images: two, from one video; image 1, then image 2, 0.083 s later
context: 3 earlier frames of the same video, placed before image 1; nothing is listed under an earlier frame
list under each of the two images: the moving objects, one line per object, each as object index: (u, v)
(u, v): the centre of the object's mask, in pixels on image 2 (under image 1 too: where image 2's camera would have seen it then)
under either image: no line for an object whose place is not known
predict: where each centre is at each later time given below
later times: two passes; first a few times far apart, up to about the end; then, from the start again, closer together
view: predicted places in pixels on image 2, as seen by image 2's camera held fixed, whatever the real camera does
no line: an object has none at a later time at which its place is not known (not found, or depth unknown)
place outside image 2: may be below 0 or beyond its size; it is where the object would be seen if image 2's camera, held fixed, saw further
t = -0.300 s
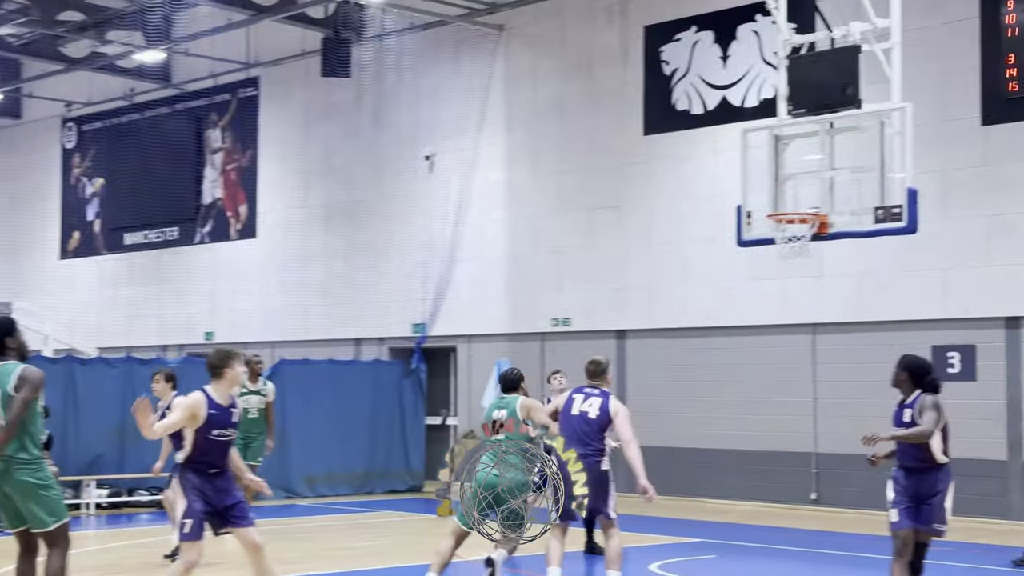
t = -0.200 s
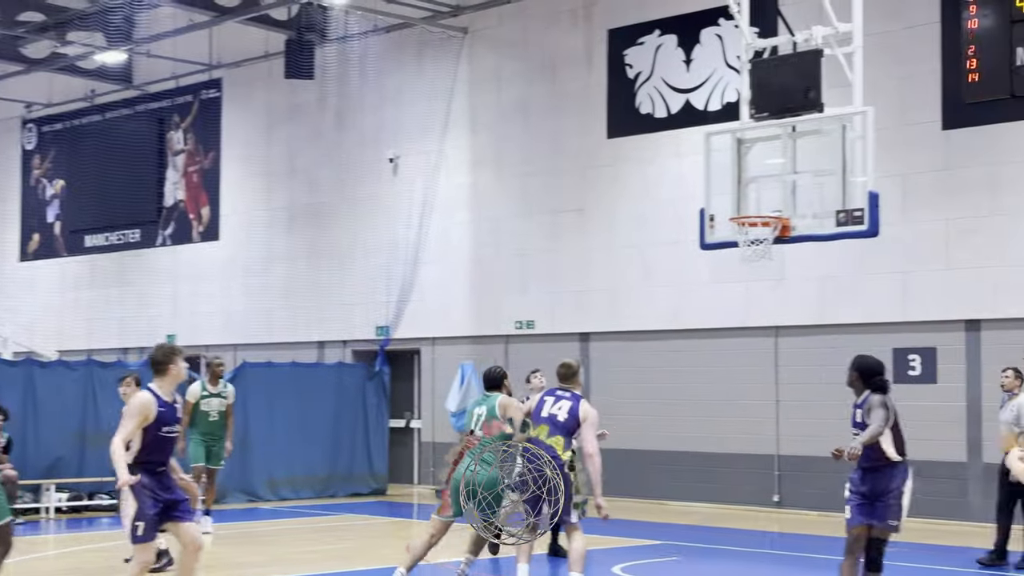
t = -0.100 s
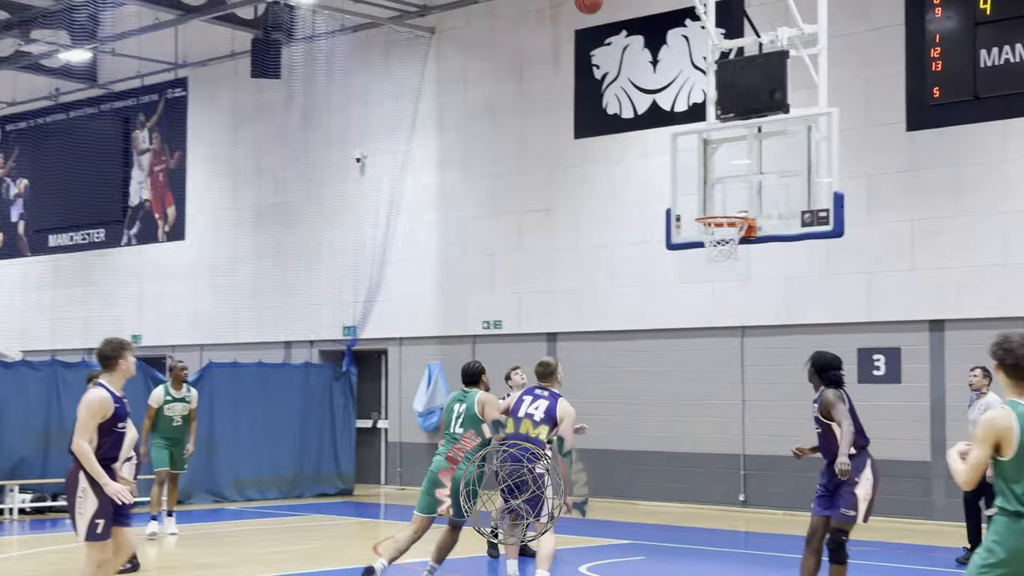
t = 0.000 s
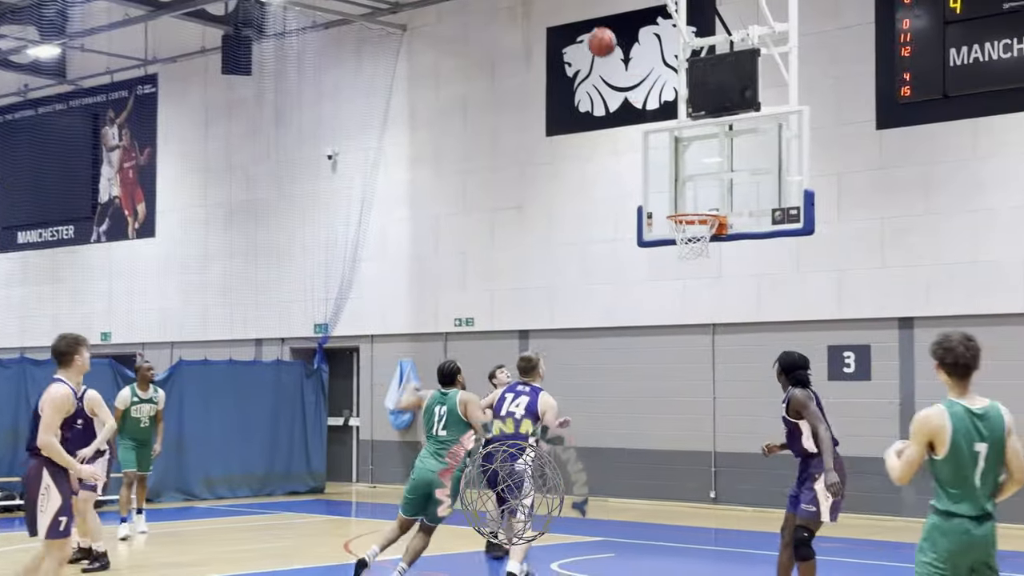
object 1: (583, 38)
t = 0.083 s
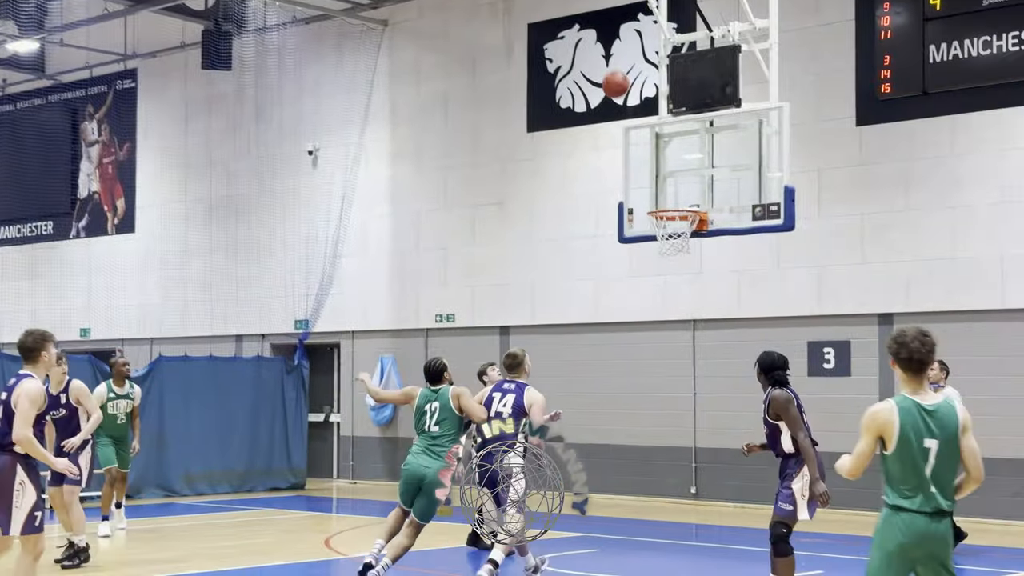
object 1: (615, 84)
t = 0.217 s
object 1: (664, 169)
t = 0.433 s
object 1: (660, 236)
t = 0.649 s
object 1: (650, 236)
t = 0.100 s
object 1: (621, 94)
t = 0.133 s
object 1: (634, 114)
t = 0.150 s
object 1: (640, 124)
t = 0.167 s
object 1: (646, 135)
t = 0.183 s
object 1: (652, 147)
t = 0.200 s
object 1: (658, 157)
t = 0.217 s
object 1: (664, 169)
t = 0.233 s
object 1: (670, 180)
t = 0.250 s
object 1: (676, 192)
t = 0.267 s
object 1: (681, 202)
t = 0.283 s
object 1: (685, 211)
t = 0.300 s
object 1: (684, 220)
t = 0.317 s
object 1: (687, 223)
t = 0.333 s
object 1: (683, 226)
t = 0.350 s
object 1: (682, 233)
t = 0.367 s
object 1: (680, 236)
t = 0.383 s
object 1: (676, 237)
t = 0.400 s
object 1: (673, 238)
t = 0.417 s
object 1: (666, 242)
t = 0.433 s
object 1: (660, 236)
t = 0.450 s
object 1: (657, 236)
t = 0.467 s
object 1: (656, 239)
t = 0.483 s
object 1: (656, 243)
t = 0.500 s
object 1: (651, 234)
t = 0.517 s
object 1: (651, 234)
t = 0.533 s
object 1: (650, 229)
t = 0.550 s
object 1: (653, 227)
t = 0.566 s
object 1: (657, 229)
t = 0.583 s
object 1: (653, 236)
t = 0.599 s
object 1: (646, 237)
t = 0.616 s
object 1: (647, 238)
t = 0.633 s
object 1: (648, 236)
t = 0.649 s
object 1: (650, 236)
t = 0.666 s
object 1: (652, 236)
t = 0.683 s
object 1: (653, 237)
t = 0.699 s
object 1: (654, 239)
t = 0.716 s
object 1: (654, 241)
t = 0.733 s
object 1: (654, 244)
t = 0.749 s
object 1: (655, 246)
